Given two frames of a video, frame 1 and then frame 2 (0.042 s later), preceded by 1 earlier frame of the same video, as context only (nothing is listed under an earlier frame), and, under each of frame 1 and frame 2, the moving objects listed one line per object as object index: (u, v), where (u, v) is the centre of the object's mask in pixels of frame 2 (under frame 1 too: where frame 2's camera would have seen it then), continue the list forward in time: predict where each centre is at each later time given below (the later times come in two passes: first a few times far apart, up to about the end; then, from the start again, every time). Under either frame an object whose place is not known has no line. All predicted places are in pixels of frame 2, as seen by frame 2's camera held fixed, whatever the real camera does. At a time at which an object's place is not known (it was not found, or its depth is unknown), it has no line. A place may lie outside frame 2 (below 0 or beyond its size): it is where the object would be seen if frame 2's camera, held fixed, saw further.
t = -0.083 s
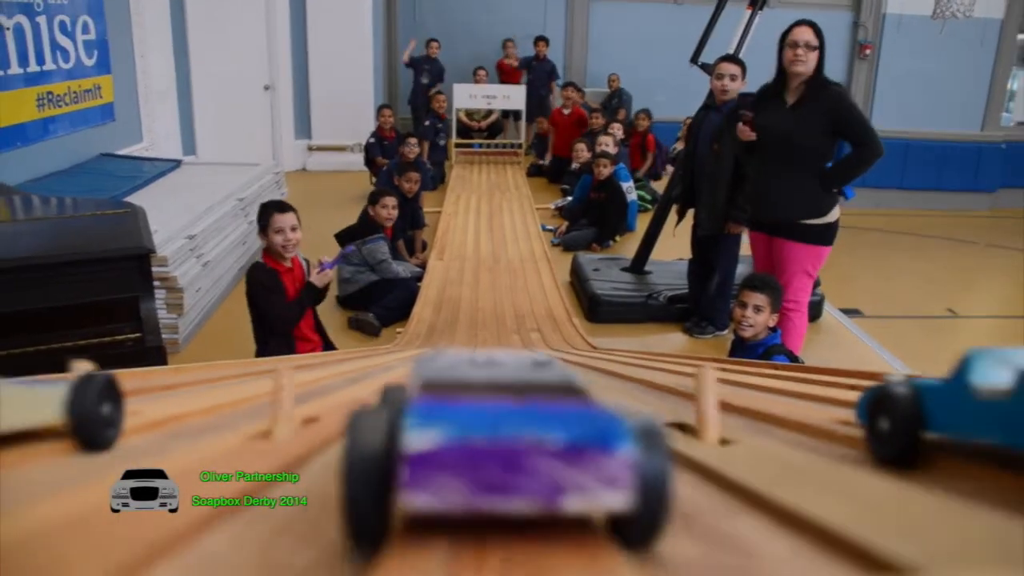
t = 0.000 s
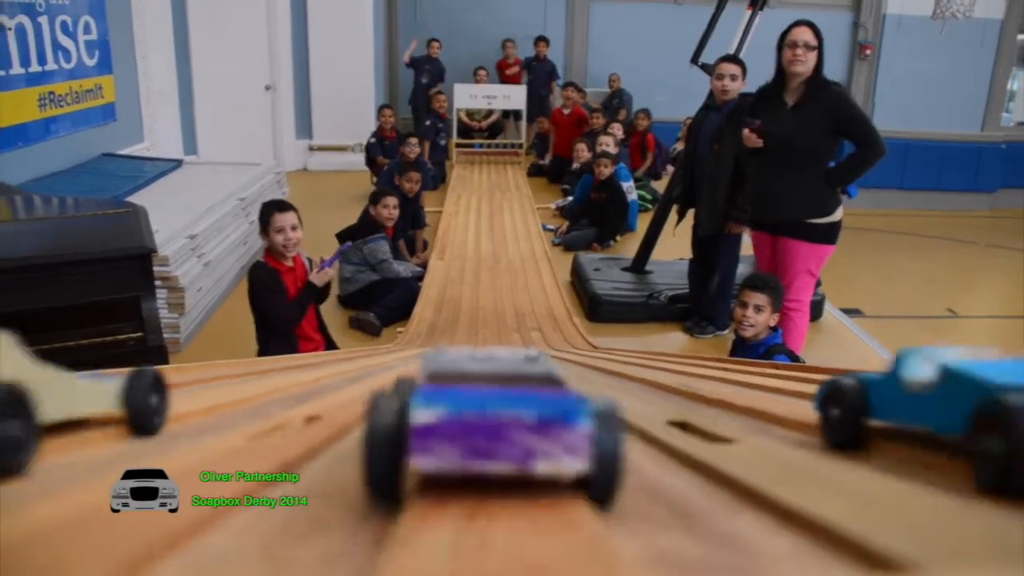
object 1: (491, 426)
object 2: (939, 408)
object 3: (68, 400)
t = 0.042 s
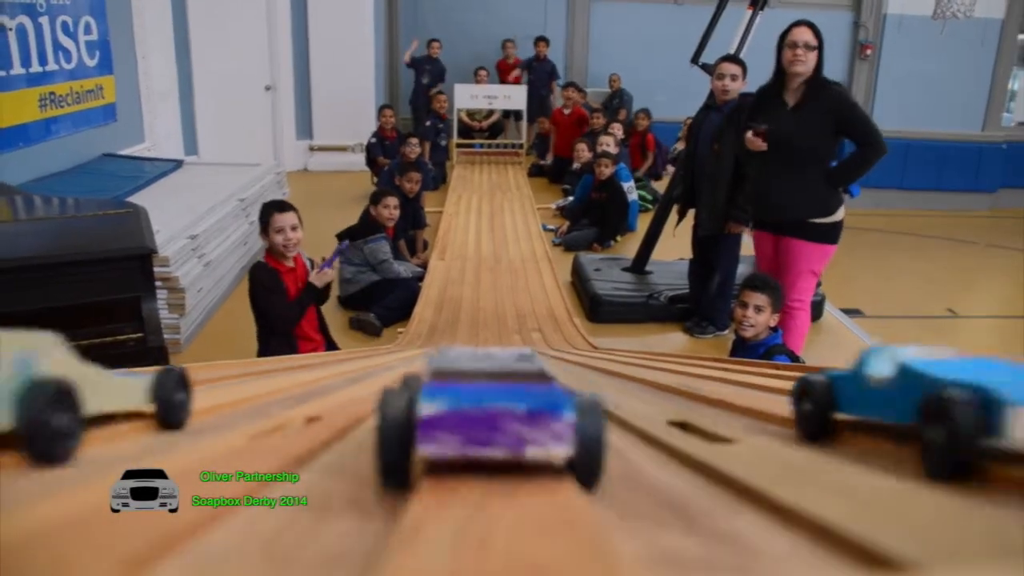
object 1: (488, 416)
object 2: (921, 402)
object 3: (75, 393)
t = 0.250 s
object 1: (479, 378)
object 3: (207, 367)
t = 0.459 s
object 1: (480, 360)
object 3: (320, 355)
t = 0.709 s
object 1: (480, 351)
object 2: (577, 351)
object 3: (387, 348)
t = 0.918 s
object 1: (481, 347)
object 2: (550, 346)
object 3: (415, 344)
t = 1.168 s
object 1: (482, 343)
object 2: (531, 340)
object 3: (436, 339)
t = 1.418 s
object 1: (483, 314)
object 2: (519, 301)
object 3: (448, 299)
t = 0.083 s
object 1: (489, 406)
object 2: (902, 399)
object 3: (90, 385)
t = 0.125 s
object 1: (485, 398)
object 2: (865, 394)
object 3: (104, 379)
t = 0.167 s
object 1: (480, 389)
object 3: (137, 373)
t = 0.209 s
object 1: (481, 383)
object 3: (175, 369)
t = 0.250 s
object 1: (479, 378)
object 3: (207, 367)
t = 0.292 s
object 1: (480, 374)
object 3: (239, 364)
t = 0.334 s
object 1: (480, 370)
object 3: (263, 361)
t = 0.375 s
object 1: (480, 367)
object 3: (285, 359)
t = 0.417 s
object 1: (479, 363)
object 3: (304, 356)
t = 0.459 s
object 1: (480, 360)
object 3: (320, 355)
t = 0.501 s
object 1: (480, 358)
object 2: (627, 358)
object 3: (335, 354)
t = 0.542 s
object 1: (480, 356)
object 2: (613, 356)
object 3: (347, 353)
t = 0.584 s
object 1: (480, 355)
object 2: (603, 355)
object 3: (359, 352)
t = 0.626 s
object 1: (480, 354)
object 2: (593, 353)
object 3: (369, 350)
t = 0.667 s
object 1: (481, 353)
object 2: (585, 352)
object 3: (379, 349)
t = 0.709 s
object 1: (480, 351)
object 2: (577, 351)
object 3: (387, 348)
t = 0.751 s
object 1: (480, 350)
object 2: (571, 350)
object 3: (393, 348)
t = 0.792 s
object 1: (481, 349)
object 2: (564, 349)
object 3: (399, 347)
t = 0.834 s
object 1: (481, 348)
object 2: (558, 348)
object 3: (405, 346)
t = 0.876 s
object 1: (481, 348)
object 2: (553, 347)
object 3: (410, 345)
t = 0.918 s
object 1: (481, 347)
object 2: (550, 346)
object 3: (415, 344)
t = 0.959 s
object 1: (481, 346)
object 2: (545, 346)
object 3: (419, 344)
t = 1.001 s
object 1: (481, 345)
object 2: (542, 345)
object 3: (423, 344)
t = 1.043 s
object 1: (481, 345)
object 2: (538, 345)
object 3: (426, 343)
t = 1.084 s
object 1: (481, 344)
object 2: (535, 344)
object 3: (430, 343)
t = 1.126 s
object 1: (482, 344)
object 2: (533, 342)
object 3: (433, 341)
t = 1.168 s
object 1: (482, 343)
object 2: (531, 340)
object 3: (436, 339)
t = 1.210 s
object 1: (483, 341)
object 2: (528, 336)
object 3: (438, 335)
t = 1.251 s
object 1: (482, 338)
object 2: (525, 330)
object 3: (440, 329)
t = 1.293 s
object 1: (482, 333)
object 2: (524, 324)
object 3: (443, 322)
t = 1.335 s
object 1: (482, 327)
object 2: (522, 317)
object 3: (445, 315)
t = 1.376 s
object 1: (482, 320)
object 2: (521, 309)
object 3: (447, 307)
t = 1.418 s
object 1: (483, 314)
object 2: (519, 301)
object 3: (448, 299)
